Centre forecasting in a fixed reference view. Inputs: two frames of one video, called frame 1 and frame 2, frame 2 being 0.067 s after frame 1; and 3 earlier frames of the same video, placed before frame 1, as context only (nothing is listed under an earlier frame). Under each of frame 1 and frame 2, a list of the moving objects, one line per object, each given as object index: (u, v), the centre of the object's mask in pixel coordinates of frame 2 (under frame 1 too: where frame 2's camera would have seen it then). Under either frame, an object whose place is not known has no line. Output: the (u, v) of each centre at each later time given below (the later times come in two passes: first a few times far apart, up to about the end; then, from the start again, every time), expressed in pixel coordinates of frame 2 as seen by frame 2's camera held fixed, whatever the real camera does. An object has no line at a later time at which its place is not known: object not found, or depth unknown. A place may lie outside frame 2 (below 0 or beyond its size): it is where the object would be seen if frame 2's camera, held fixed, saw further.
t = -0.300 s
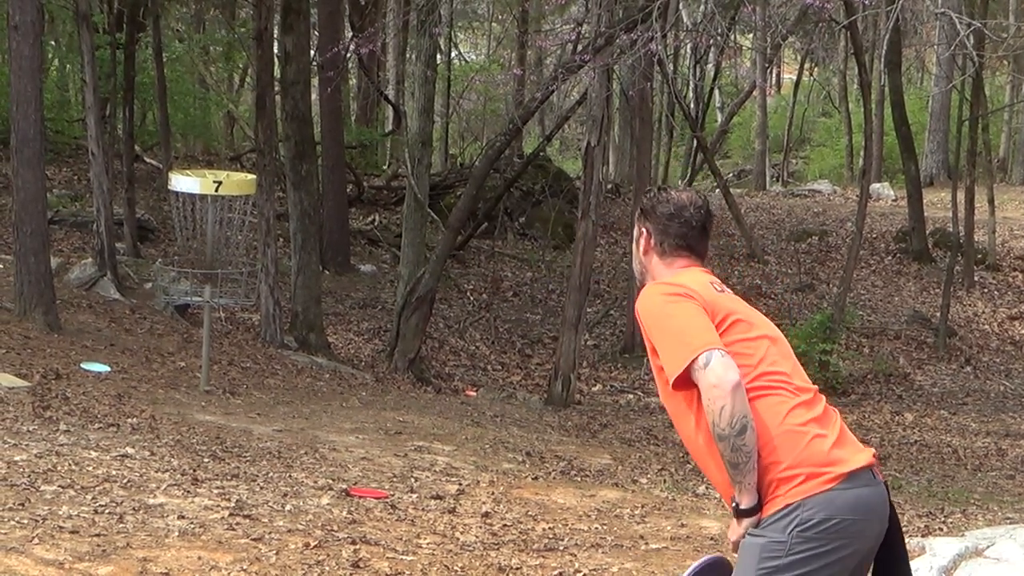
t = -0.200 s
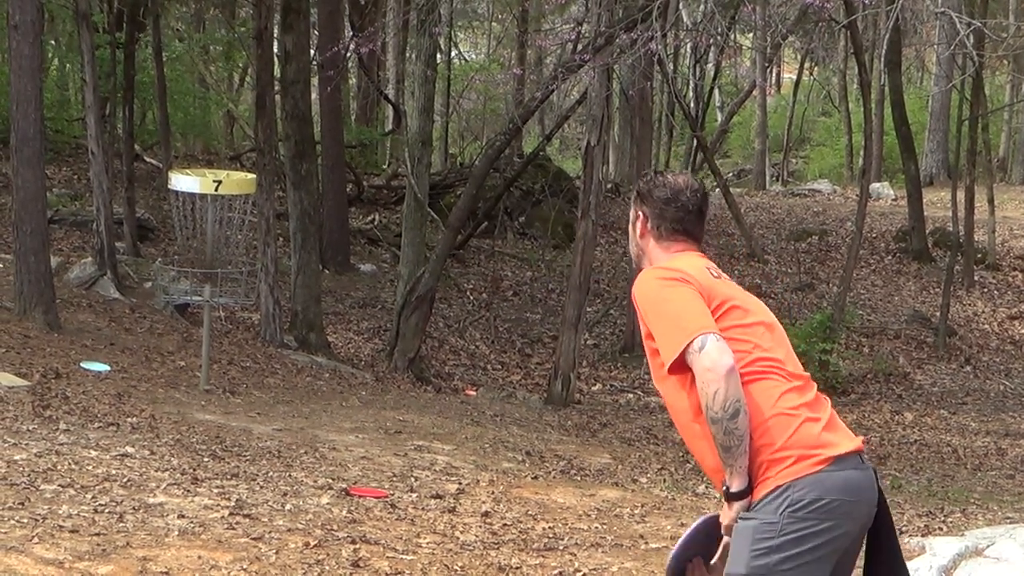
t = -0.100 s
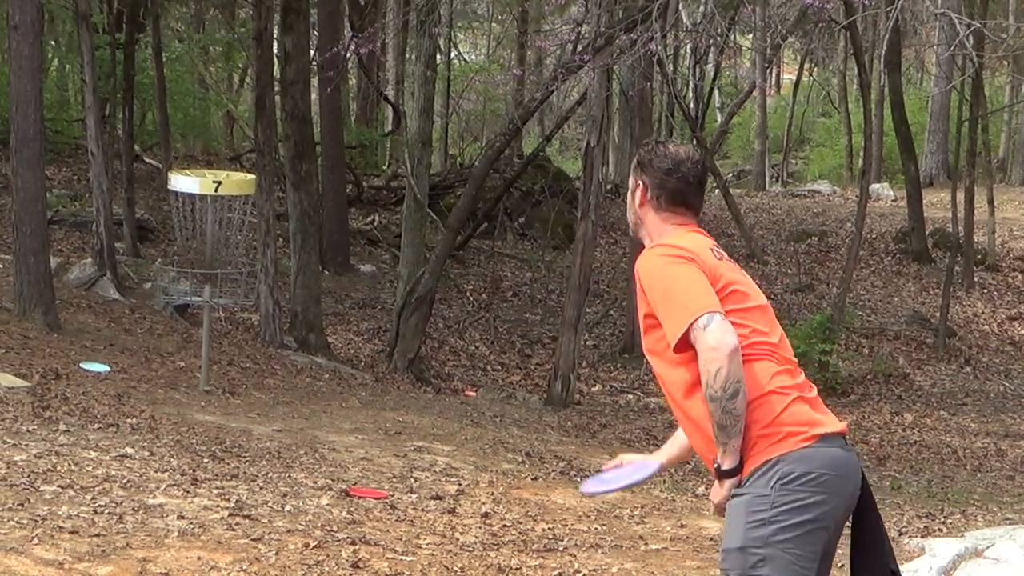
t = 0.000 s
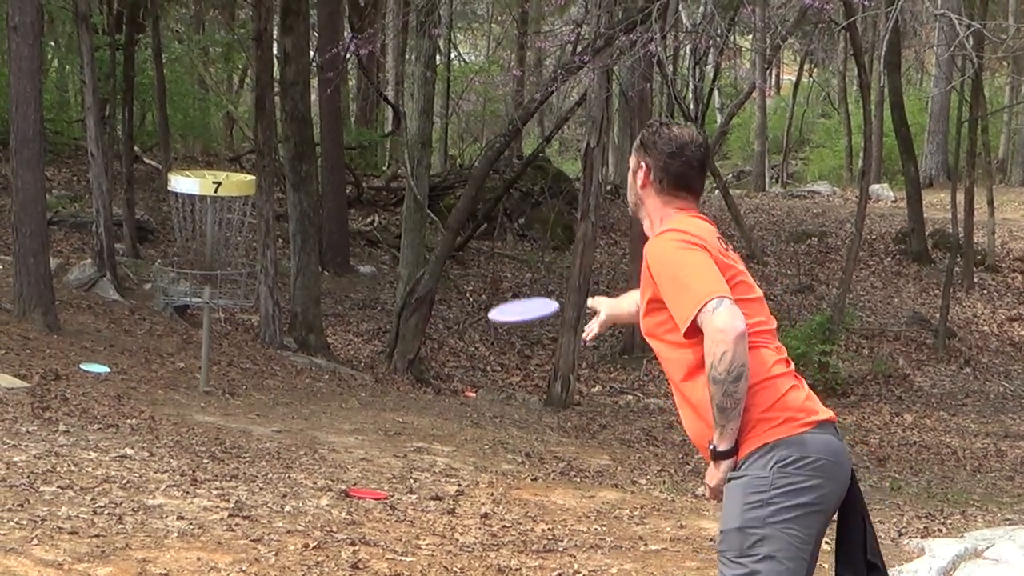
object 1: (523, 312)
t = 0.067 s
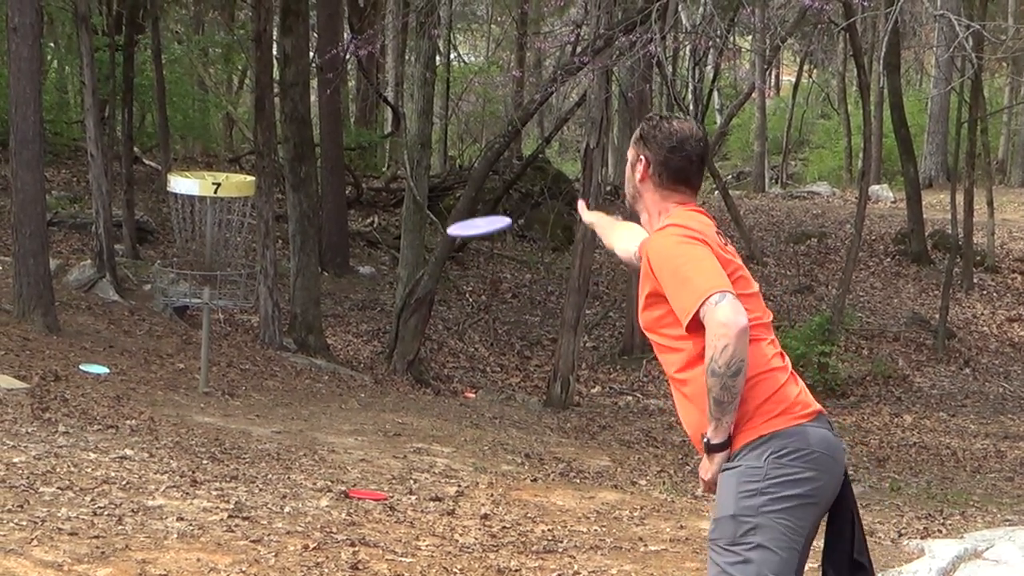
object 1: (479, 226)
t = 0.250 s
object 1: (389, 121)
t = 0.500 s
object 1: (306, 121)
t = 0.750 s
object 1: (238, 168)
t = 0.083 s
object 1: (469, 210)
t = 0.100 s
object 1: (459, 195)
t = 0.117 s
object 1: (449, 182)
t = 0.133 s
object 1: (442, 170)
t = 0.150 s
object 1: (434, 160)
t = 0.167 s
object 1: (425, 151)
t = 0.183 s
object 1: (418, 143)
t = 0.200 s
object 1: (410, 136)
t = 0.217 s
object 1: (402, 131)
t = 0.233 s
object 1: (394, 126)
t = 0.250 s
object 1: (389, 121)
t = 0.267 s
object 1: (383, 118)
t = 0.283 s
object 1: (376, 116)
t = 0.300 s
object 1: (370, 113)
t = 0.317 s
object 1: (363, 111)
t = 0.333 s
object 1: (358, 110)
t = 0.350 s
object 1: (352, 110)
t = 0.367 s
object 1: (347, 109)
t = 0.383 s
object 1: (342, 110)
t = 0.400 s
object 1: (336, 111)
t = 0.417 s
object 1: (332, 112)
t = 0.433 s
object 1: (326, 113)
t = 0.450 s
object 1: (321, 114)
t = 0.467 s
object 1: (316, 116)
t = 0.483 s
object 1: (311, 118)
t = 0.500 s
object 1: (306, 121)
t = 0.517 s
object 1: (302, 123)
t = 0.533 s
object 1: (297, 126)
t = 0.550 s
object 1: (292, 129)
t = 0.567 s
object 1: (288, 131)
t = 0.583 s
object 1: (283, 135)
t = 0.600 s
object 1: (279, 137)
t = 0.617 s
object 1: (274, 141)
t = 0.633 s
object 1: (269, 144)
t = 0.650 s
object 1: (264, 147)
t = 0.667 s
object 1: (260, 151)
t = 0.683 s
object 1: (255, 154)
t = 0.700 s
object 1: (251, 157)
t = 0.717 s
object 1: (247, 160)
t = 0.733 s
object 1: (243, 163)
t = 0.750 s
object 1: (238, 168)
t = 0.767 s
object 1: (234, 170)
